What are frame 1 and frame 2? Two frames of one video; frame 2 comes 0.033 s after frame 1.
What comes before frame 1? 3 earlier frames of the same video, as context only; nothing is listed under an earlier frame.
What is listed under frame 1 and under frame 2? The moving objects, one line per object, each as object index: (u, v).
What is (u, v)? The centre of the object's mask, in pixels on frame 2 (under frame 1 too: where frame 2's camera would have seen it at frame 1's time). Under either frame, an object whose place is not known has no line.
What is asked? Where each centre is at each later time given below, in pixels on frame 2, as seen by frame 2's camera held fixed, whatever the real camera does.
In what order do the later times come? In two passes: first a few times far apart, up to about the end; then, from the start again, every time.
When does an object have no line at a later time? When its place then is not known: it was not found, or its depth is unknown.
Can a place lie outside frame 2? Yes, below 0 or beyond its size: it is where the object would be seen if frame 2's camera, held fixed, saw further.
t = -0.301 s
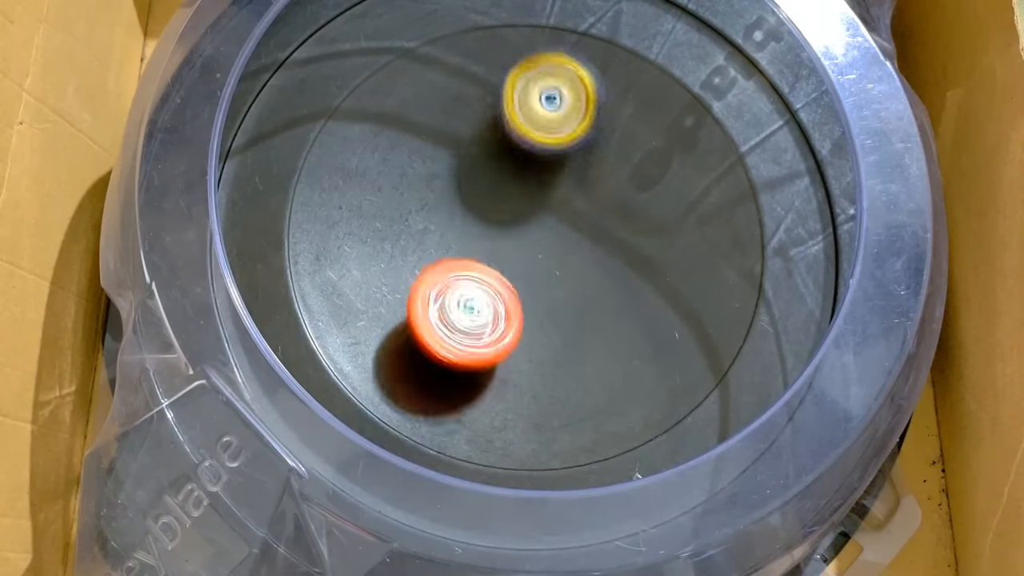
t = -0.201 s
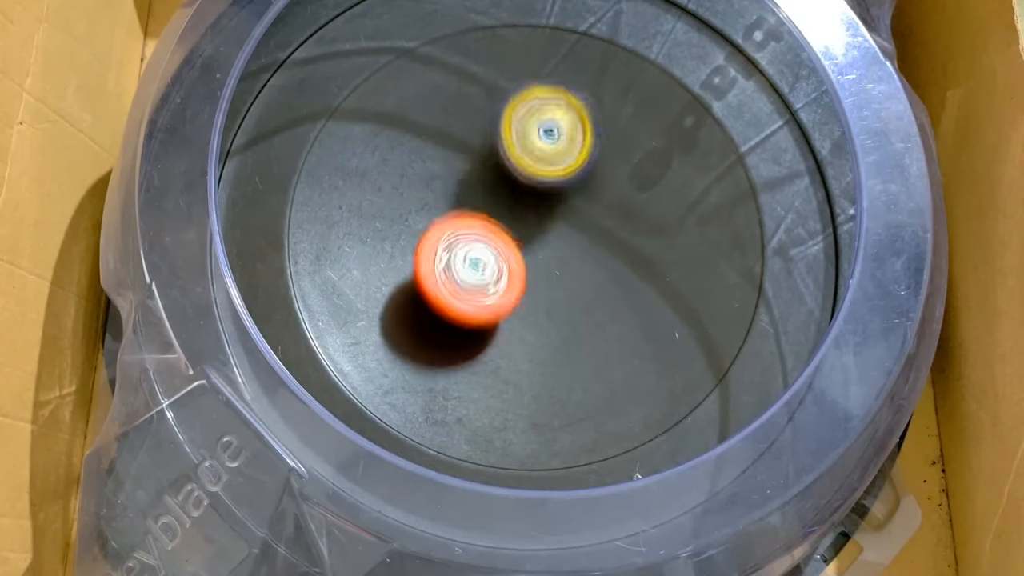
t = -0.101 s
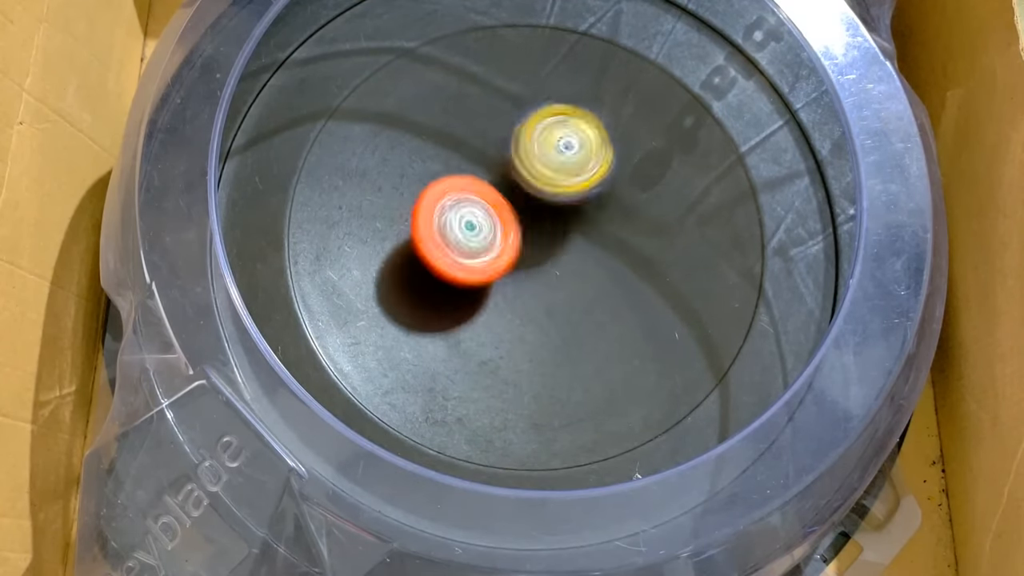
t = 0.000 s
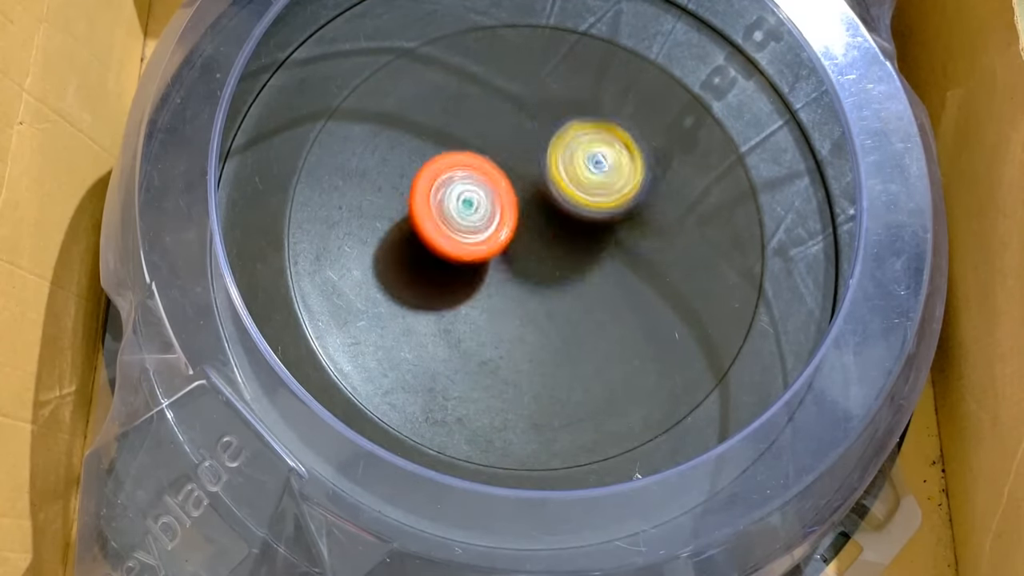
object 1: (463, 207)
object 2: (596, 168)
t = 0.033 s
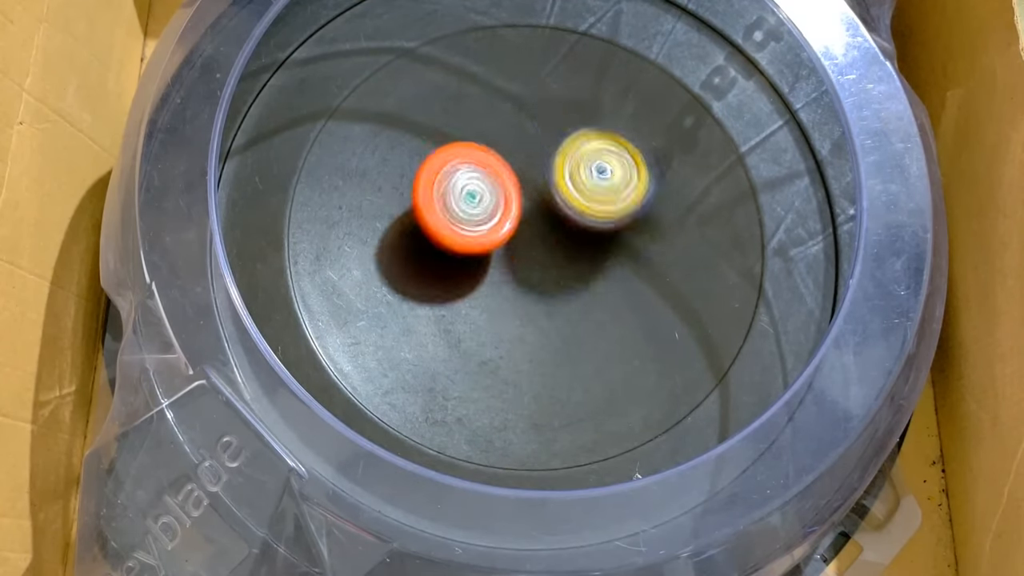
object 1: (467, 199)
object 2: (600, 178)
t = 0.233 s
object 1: (503, 158)
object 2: (604, 236)
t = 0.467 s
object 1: (541, 160)
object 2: (571, 271)
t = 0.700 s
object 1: (566, 168)
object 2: (534, 303)
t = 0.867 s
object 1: (572, 191)
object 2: (512, 302)
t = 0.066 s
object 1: (472, 190)
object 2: (604, 189)
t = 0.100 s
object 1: (478, 181)
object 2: (606, 201)
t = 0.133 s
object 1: (484, 174)
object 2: (607, 210)
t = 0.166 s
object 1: (490, 167)
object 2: (609, 220)
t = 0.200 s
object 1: (496, 162)
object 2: (606, 229)
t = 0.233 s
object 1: (503, 158)
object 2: (604, 236)
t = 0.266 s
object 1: (509, 155)
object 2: (602, 244)
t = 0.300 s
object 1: (515, 153)
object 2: (598, 251)
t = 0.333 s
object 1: (520, 153)
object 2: (594, 255)
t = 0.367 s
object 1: (526, 153)
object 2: (588, 261)
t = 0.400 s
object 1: (531, 154)
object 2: (584, 265)
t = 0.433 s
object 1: (536, 157)
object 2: (578, 268)
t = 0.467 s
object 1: (541, 160)
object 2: (571, 271)
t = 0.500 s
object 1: (547, 164)
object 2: (566, 273)
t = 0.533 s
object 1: (552, 167)
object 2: (560, 275)
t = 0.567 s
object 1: (557, 163)
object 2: (557, 286)
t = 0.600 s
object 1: (562, 162)
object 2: (553, 295)
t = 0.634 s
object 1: (564, 163)
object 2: (545, 300)
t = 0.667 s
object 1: (565, 165)
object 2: (539, 302)
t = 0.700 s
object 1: (566, 168)
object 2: (534, 303)
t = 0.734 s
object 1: (567, 172)
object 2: (530, 302)
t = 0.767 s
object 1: (567, 178)
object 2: (526, 300)
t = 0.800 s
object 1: (567, 184)
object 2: (522, 297)
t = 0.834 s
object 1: (566, 192)
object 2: (520, 293)
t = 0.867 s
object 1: (572, 191)
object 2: (512, 302)
